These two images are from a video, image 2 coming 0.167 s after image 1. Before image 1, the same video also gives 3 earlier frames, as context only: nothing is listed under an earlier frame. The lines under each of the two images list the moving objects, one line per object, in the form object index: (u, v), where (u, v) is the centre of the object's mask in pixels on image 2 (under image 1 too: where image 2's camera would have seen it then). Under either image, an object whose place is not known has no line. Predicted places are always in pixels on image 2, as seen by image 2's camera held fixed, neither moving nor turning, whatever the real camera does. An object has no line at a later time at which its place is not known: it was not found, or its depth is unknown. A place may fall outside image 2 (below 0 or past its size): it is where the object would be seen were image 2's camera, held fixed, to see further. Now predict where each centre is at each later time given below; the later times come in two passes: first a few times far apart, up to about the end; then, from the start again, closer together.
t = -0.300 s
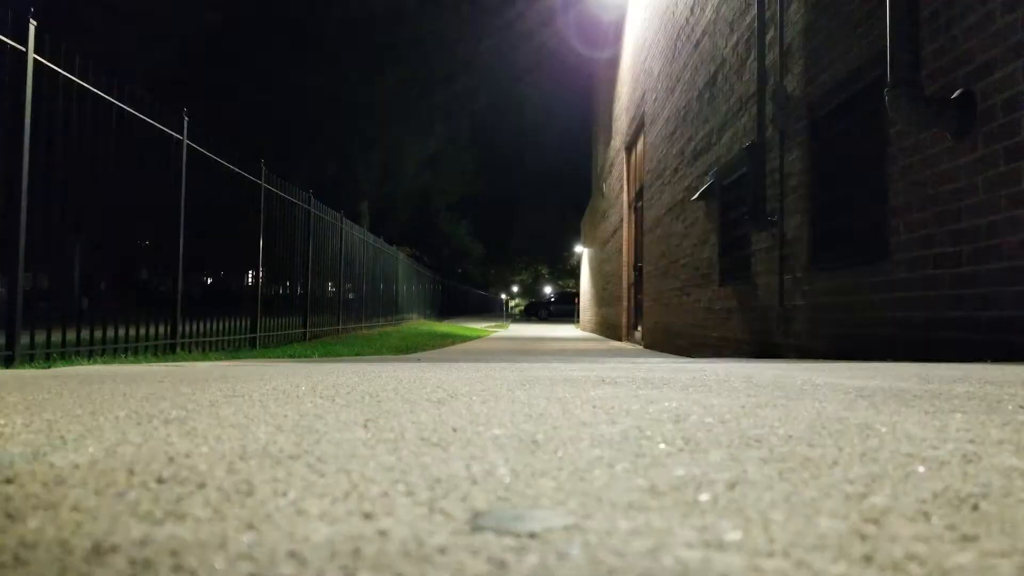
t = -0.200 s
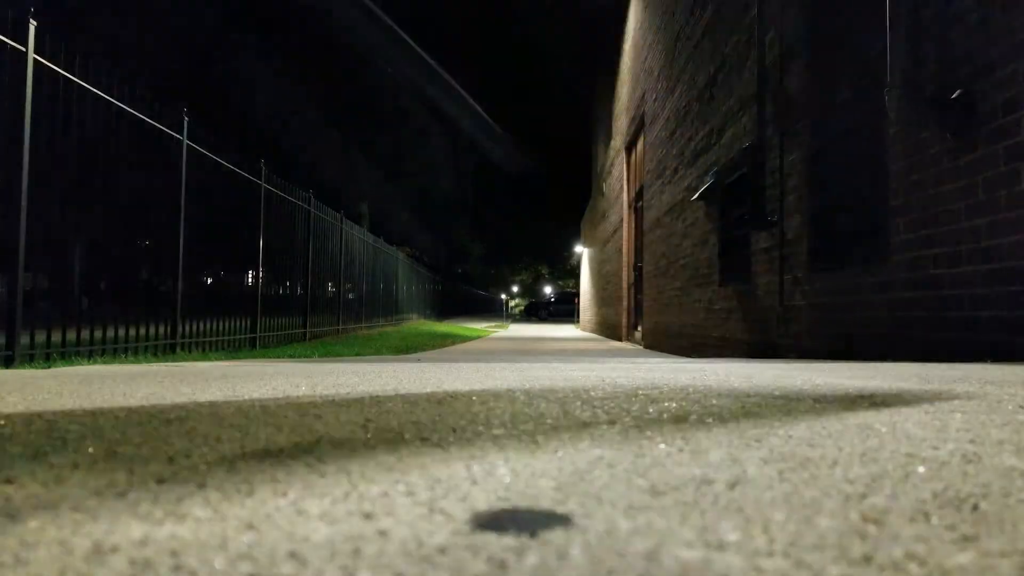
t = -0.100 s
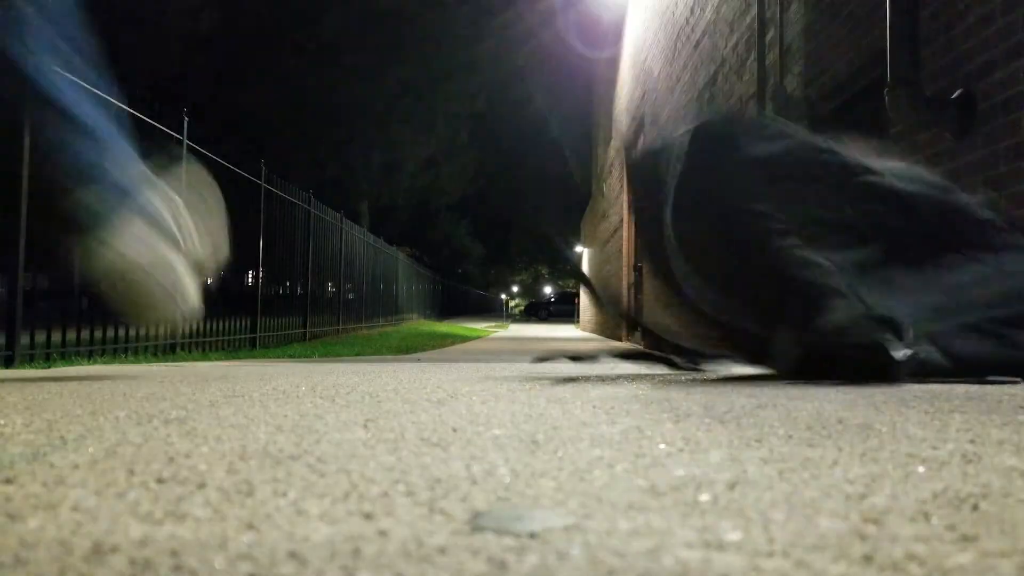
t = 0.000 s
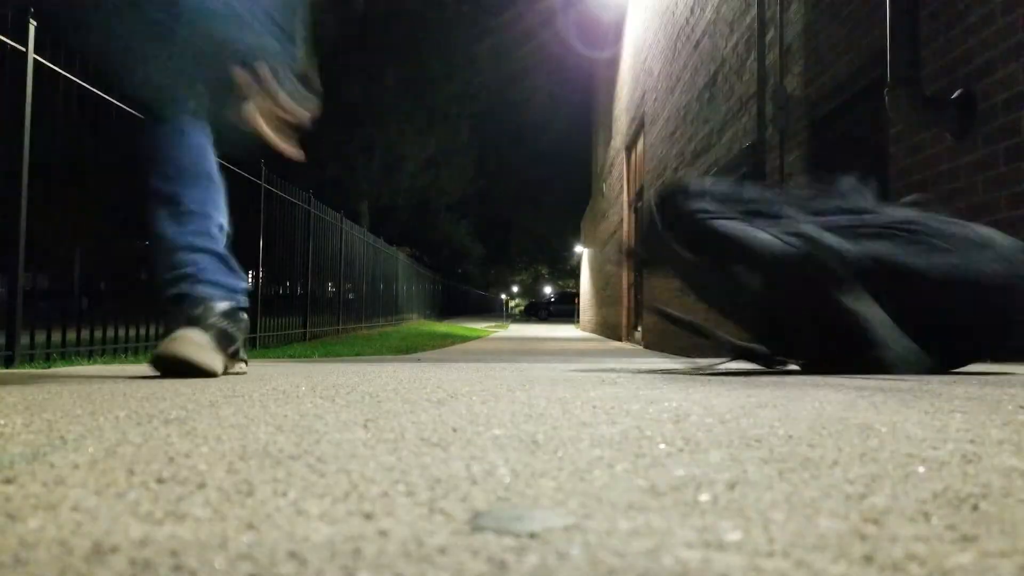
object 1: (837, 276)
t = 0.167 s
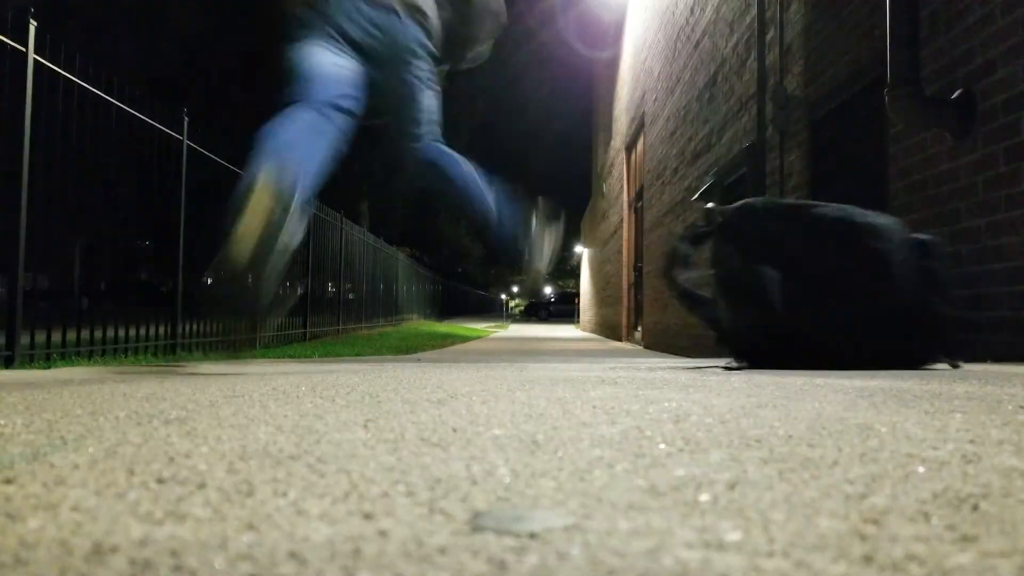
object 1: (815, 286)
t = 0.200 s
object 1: (808, 287)
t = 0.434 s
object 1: (762, 309)
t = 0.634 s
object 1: (726, 311)
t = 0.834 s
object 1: (721, 313)
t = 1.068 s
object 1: (722, 313)
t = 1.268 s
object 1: (721, 313)
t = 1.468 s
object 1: (721, 314)
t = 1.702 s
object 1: (721, 314)
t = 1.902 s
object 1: (722, 314)
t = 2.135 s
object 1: (722, 314)
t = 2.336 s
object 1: (722, 314)
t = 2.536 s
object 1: (722, 314)
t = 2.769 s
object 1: (722, 314)
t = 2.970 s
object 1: (722, 314)
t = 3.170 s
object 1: (721, 314)
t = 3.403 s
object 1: (721, 314)
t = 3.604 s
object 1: (721, 314)
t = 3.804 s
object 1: (722, 314)
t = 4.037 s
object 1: (722, 314)
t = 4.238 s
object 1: (722, 314)
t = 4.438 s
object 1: (722, 314)
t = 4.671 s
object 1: (722, 314)
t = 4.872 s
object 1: (722, 314)
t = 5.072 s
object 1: (722, 314)
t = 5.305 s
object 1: (722, 314)
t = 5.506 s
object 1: (722, 314)
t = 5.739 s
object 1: (722, 314)
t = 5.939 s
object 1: (722, 314)
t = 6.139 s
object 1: (722, 314)
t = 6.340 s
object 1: (722, 314)
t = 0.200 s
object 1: (808, 287)
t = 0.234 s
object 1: (806, 291)
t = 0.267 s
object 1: (798, 296)
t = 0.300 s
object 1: (790, 300)
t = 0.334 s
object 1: (782, 304)
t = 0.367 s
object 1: (775, 306)
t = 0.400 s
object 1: (769, 308)
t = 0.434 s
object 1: (762, 309)
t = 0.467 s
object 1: (753, 309)
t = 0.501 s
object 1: (745, 309)
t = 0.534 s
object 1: (738, 309)
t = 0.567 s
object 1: (733, 310)
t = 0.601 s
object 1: (729, 310)
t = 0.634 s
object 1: (726, 311)
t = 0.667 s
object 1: (723, 312)
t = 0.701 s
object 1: (721, 312)
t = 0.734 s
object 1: (720, 312)
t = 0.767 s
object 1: (720, 313)
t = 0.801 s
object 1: (721, 313)
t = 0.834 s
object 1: (721, 313)
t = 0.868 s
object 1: (721, 313)
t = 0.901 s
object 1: (721, 313)
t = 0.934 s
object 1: (722, 313)
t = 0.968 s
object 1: (722, 313)
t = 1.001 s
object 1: (722, 313)
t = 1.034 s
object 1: (722, 313)
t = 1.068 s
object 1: (722, 313)
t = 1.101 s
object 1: (721, 313)
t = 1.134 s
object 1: (721, 313)
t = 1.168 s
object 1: (721, 313)
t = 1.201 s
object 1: (721, 313)
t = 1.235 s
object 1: (721, 313)
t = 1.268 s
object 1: (721, 313)
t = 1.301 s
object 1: (721, 313)
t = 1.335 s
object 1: (721, 313)
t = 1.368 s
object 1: (721, 314)
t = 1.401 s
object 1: (721, 314)
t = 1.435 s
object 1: (721, 313)
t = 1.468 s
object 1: (721, 314)
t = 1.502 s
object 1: (721, 314)
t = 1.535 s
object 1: (721, 314)
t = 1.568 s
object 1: (721, 314)
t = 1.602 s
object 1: (721, 314)
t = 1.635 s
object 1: (721, 314)
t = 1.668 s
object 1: (721, 314)
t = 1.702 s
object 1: (721, 314)
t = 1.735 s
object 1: (721, 314)
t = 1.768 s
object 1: (722, 314)
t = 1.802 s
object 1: (722, 314)
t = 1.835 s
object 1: (722, 314)
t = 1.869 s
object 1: (722, 314)
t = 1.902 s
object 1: (722, 314)
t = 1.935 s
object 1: (721, 314)
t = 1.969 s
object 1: (721, 314)
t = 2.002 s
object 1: (721, 314)
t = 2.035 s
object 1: (721, 314)
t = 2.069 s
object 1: (721, 314)
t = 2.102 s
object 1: (721, 314)
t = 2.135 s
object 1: (722, 314)
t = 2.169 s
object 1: (722, 314)
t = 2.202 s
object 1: (722, 314)
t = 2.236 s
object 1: (722, 314)
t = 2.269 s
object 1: (722, 314)
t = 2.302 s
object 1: (722, 314)
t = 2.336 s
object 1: (722, 314)
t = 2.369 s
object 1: (721, 314)
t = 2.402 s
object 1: (721, 314)
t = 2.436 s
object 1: (721, 314)
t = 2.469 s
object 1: (722, 314)
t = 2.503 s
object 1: (722, 314)
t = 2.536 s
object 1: (722, 314)
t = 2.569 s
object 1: (722, 314)
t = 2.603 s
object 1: (722, 314)
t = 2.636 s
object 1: (722, 314)
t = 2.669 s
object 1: (722, 314)
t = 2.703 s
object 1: (722, 314)
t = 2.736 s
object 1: (722, 314)
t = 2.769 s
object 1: (722, 314)
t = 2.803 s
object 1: (722, 314)
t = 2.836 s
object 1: (722, 314)
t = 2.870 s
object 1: (722, 314)
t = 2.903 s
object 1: (722, 314)
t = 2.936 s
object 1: (721, 314)
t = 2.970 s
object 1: (722, 314)
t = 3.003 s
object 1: (722, 314)
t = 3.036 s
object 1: (721, 314)
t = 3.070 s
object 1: (722, 314)
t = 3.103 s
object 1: (722, 314)
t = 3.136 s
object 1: (722, 314)
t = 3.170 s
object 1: (721, 314)
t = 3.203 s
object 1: (721, 314)
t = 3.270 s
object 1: (721, 314)
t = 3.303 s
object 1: (721, 314)
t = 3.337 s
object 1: (722, 314)
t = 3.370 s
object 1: (722, 314)
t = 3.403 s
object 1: (721, 314)
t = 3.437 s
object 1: (721, 314)
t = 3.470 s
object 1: (721, 314)
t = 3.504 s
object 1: (721, 314)
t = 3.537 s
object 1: (721, 314)
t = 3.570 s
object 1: (721, 314)
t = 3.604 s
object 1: (721, 314)
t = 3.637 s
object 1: (722, 314)
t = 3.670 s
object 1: (722, 314)
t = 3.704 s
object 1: (722, 314)
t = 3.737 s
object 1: (722, 314)
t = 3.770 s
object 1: (722, 314)
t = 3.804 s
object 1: (722, 314)
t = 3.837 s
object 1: (722, 314)
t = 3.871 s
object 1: (722, 314)
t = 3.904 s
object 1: (722, 313)
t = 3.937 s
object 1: (722, 313)
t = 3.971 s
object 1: (722, 314)
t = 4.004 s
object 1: (722, 314)
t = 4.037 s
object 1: (722, 314)
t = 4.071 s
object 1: (722, 314)
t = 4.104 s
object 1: (722, 314)
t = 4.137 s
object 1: (722, 314)
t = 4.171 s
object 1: (722, 314)
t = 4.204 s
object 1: (722, 314)
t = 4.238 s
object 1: (722, 314)
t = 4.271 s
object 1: (722, 314)
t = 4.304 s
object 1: (722, 314)
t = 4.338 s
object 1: (722, 314)
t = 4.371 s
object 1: (722, 314)
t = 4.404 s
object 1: (722, 314)
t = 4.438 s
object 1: (722, 314)
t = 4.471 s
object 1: (722, 313)
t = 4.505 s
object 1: (722, 314)
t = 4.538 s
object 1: (722, 314)
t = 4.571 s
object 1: (722, 314)
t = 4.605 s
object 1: (722, 314)
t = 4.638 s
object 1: (722, 314)
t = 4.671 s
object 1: (722, 314)
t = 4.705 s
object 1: (722, 314)
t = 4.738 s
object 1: (722, 314)
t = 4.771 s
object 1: (722, 314)
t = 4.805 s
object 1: (722, 314)
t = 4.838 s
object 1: (722, 314)
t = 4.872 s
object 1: (722, 314)
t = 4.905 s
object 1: (722, 314)
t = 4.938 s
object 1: (722, 314)
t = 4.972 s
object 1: (722, 314)
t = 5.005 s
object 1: (722, 314)
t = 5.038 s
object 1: (722, 314)
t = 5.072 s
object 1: (722, 314)
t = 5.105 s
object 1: (722, 314)
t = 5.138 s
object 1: (722, 314)
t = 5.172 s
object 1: (722, 314)
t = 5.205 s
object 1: (722, 314)
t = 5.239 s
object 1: (722, 314)
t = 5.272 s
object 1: (722, 314)
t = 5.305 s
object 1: (722, 314)
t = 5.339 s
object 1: (722, 314)
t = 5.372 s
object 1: (722, 314)
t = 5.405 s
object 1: (722, 314)
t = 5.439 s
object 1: (722, 314)
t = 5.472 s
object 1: (722, 314)
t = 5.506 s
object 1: (722, 314)
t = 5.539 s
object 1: (722, 314)
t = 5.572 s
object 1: (722, 314)
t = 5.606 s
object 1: (722, 314)
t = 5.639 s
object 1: (722, 314)
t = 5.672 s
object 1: (722, 314)
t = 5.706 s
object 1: (722, 314)
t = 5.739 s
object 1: (722, 314)
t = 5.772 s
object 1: (722, 314)
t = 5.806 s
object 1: (722, 314)
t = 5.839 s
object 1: (722, 314)
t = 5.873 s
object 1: (722, 314)
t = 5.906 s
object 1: (722, 314)
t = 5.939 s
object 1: (722, 314)
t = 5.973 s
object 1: (722, 314)
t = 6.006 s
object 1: (722, 314)
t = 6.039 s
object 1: (722, 314)
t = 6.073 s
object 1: (722, 314)
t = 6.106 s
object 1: (722, 314)
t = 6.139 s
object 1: (722, 314)
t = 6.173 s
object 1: (722, 314)
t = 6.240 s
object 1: (722, 314)
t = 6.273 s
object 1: (722, 314)
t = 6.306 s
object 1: (722, 314)
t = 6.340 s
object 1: (722, 314)
